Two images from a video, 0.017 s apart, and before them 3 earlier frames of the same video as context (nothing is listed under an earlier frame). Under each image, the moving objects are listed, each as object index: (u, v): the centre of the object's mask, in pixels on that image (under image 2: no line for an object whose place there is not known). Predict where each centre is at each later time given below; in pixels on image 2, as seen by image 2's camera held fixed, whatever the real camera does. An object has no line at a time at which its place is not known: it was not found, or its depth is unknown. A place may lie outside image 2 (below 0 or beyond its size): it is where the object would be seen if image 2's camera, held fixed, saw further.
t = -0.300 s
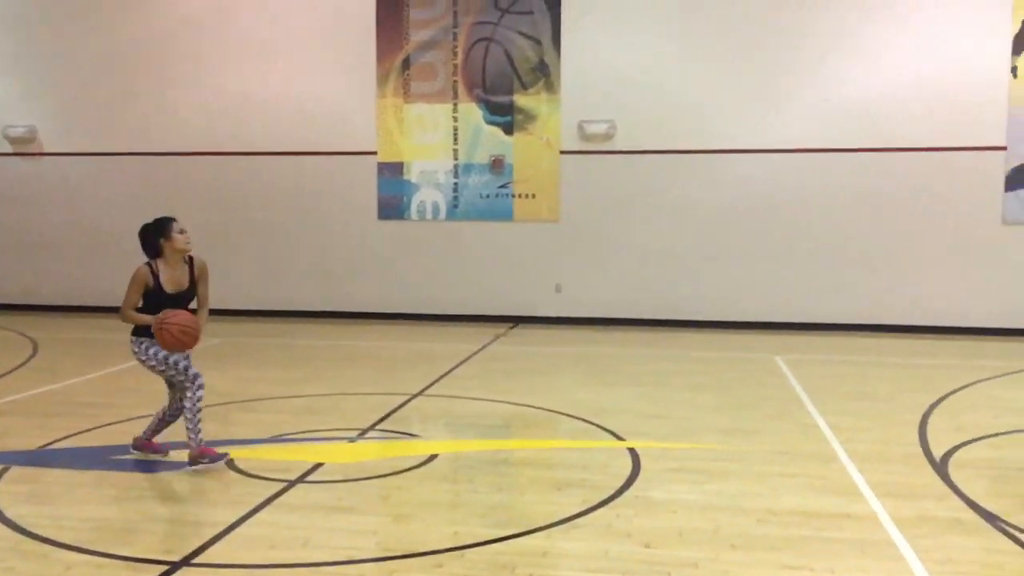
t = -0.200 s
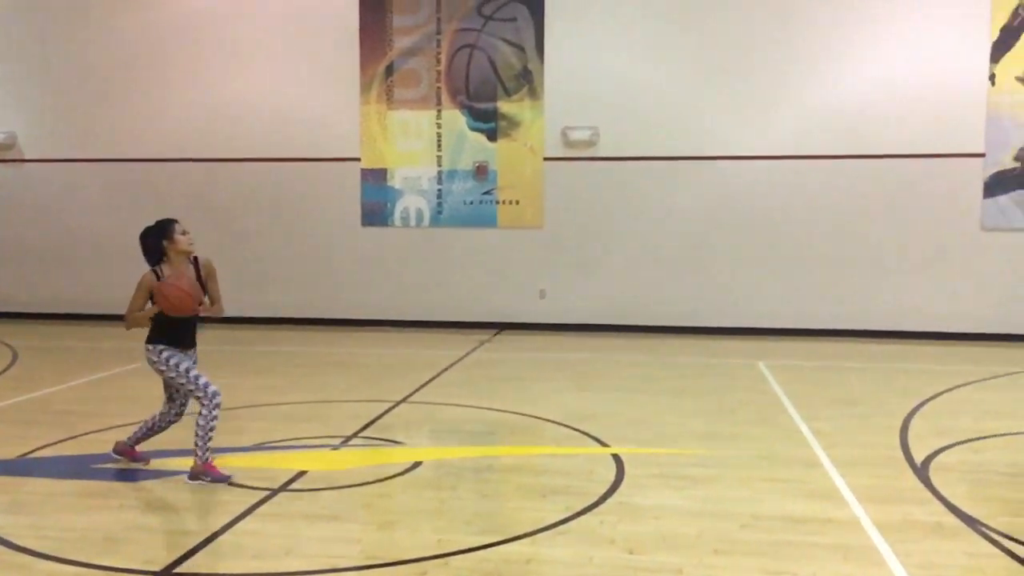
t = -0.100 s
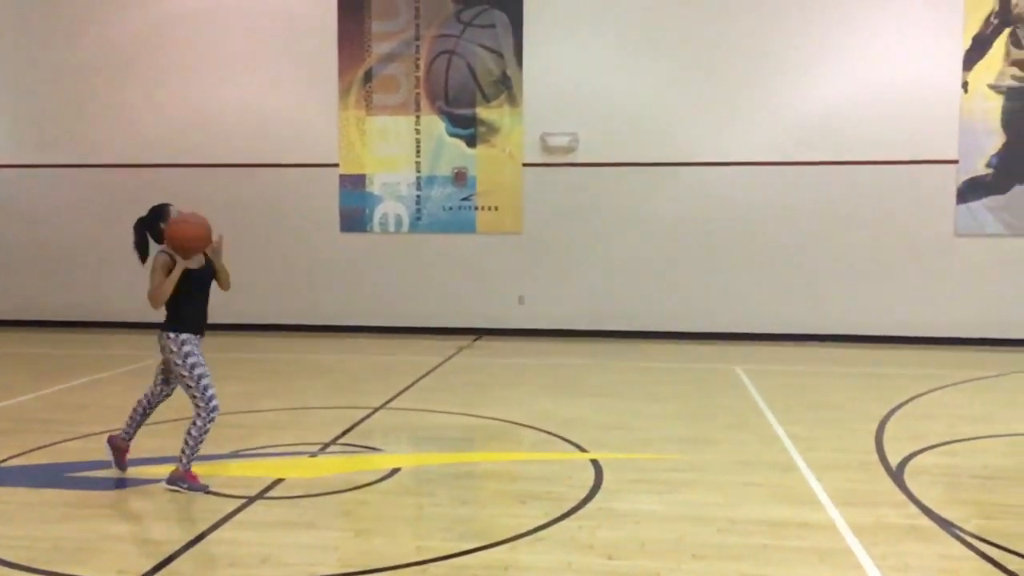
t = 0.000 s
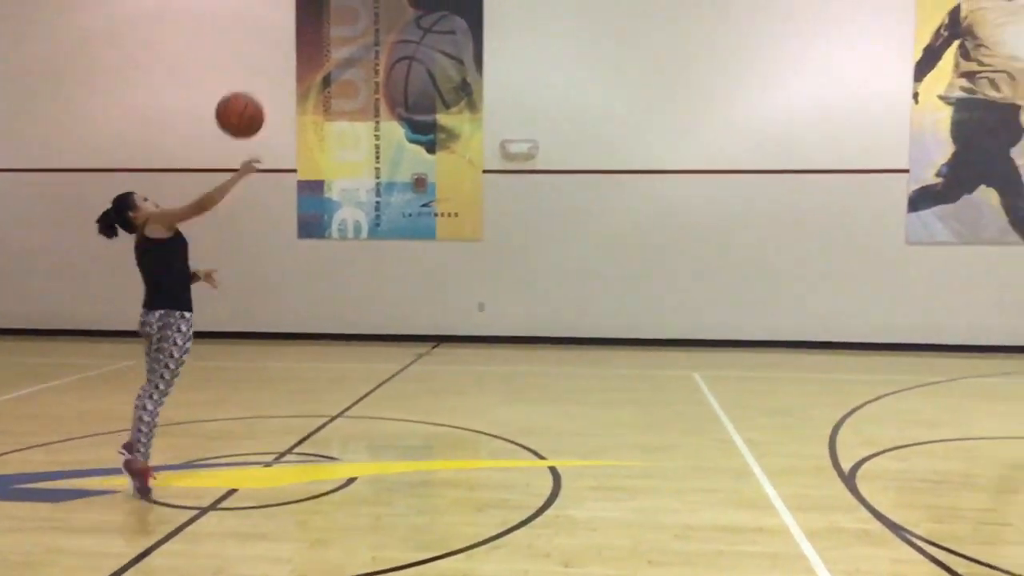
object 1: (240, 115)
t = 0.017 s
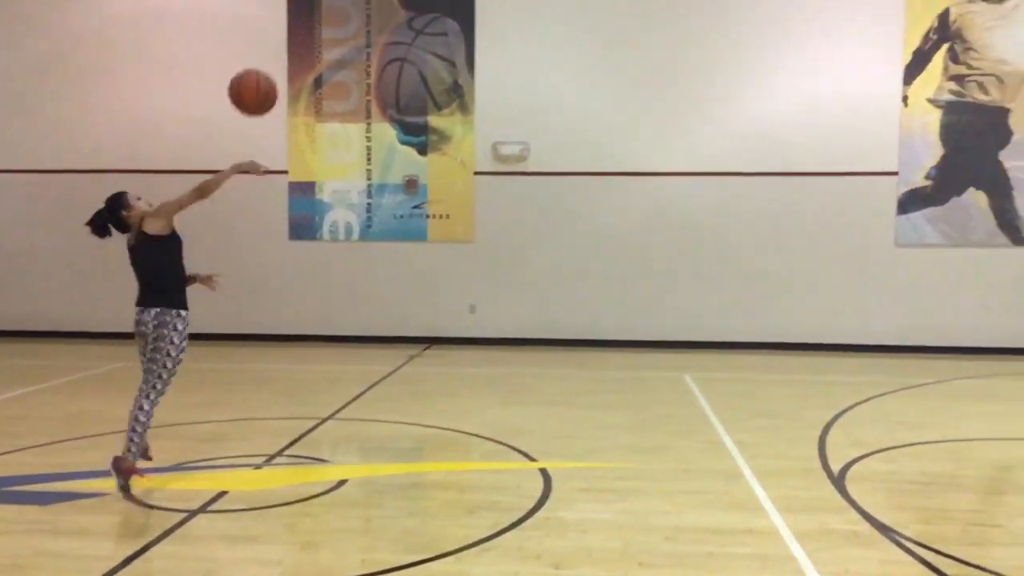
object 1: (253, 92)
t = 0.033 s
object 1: (275, 69)
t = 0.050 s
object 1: (297, 46)
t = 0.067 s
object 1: (319, 23)
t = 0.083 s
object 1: (343, 7)
